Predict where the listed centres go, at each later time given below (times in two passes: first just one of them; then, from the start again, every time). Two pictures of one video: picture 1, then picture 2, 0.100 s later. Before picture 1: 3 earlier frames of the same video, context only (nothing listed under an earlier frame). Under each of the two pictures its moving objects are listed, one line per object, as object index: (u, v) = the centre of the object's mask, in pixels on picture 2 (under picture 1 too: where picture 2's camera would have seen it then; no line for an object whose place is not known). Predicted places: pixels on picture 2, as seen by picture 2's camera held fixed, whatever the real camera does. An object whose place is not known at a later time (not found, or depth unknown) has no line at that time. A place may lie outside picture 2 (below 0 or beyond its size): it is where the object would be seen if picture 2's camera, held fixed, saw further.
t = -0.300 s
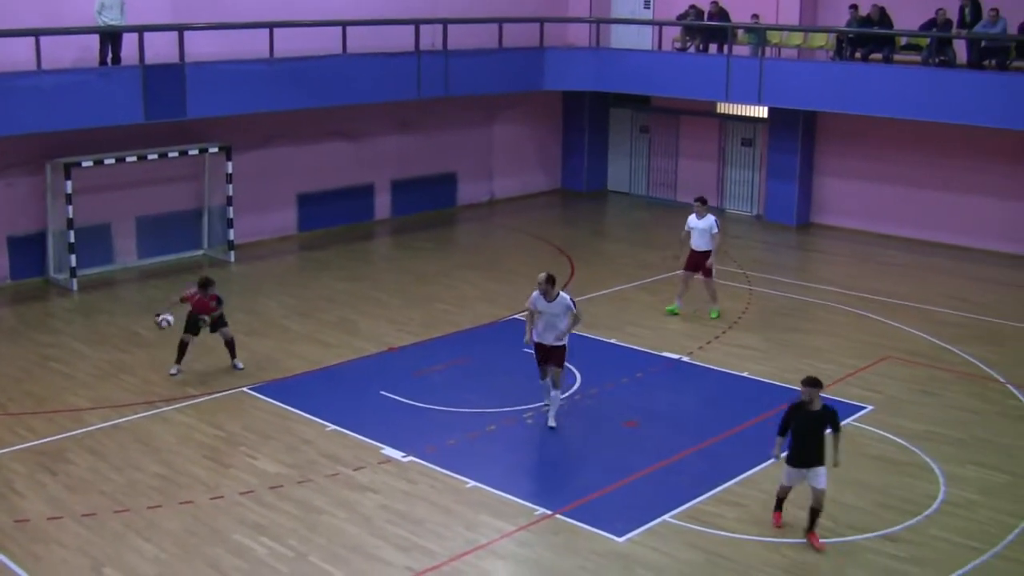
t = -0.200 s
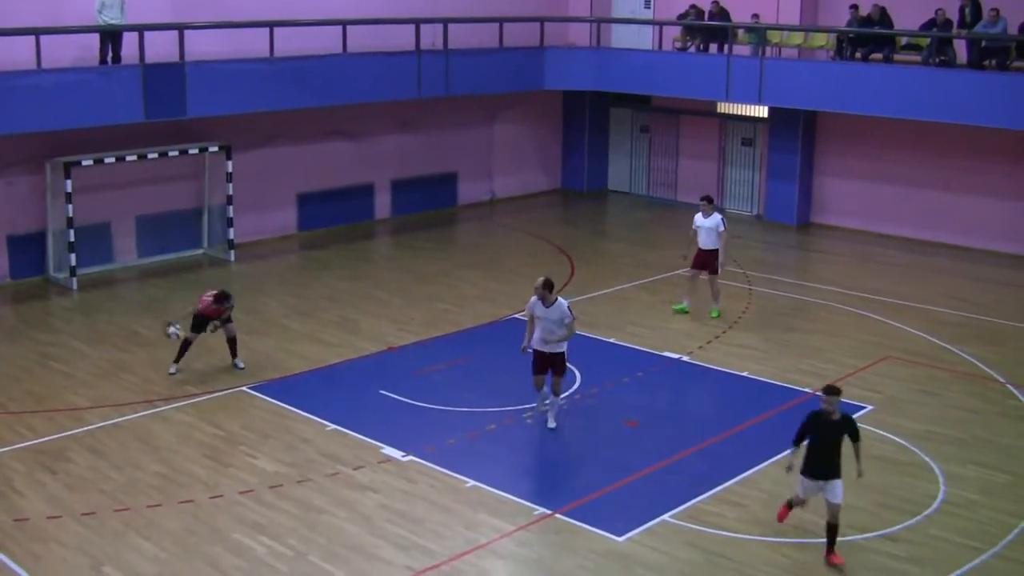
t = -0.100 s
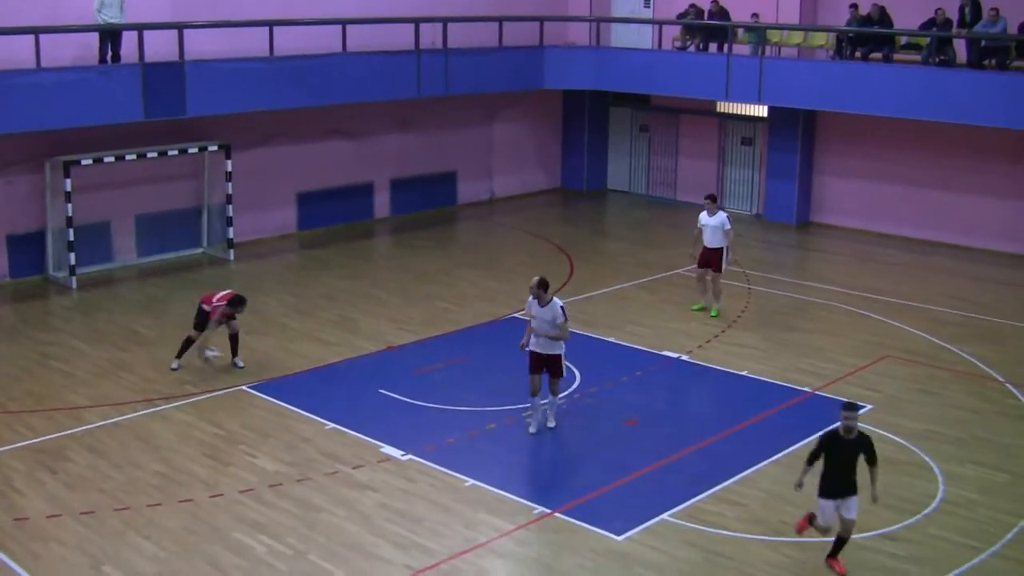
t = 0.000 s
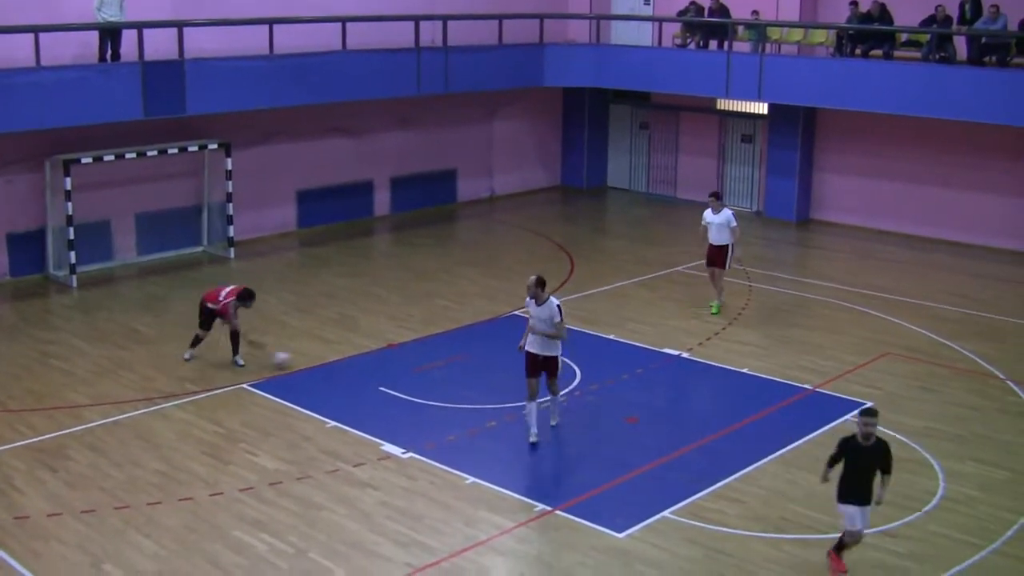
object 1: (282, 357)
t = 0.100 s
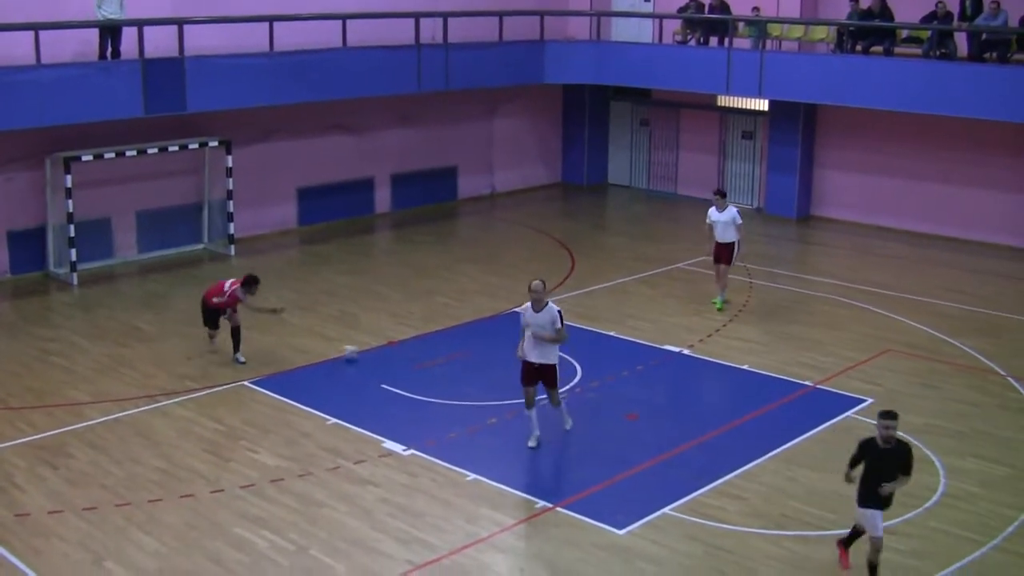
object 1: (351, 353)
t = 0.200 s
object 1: (410, 348)
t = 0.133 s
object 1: (370, 351)
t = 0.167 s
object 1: (391, 349)
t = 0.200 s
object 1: (410, 348)
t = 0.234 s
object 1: (430, 346)
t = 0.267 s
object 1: (447, 345)
